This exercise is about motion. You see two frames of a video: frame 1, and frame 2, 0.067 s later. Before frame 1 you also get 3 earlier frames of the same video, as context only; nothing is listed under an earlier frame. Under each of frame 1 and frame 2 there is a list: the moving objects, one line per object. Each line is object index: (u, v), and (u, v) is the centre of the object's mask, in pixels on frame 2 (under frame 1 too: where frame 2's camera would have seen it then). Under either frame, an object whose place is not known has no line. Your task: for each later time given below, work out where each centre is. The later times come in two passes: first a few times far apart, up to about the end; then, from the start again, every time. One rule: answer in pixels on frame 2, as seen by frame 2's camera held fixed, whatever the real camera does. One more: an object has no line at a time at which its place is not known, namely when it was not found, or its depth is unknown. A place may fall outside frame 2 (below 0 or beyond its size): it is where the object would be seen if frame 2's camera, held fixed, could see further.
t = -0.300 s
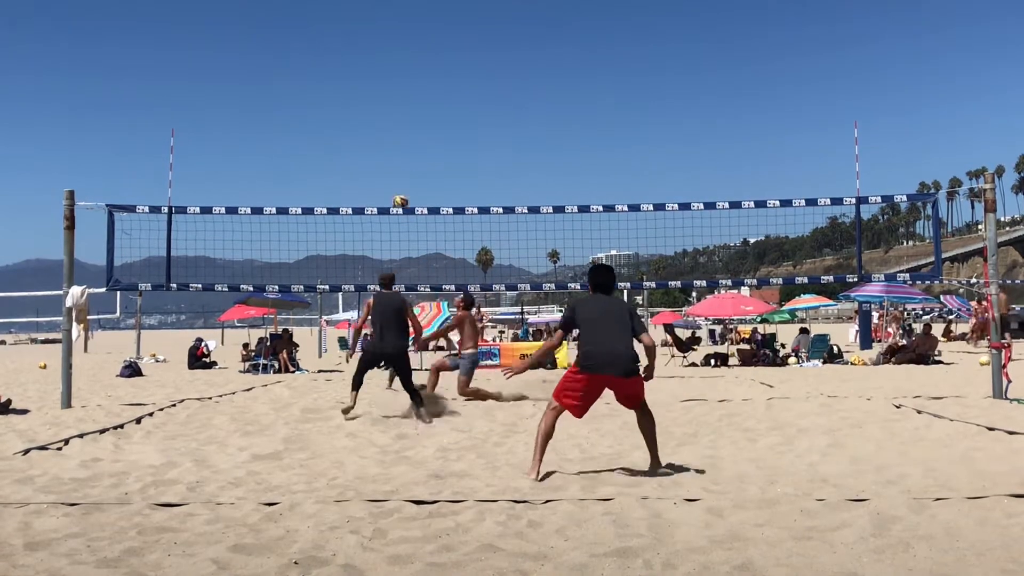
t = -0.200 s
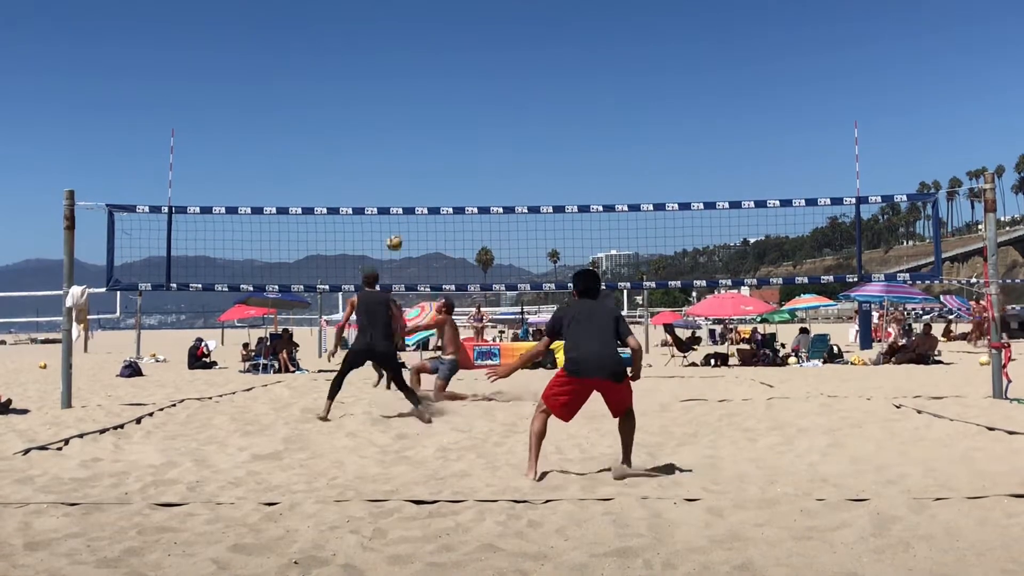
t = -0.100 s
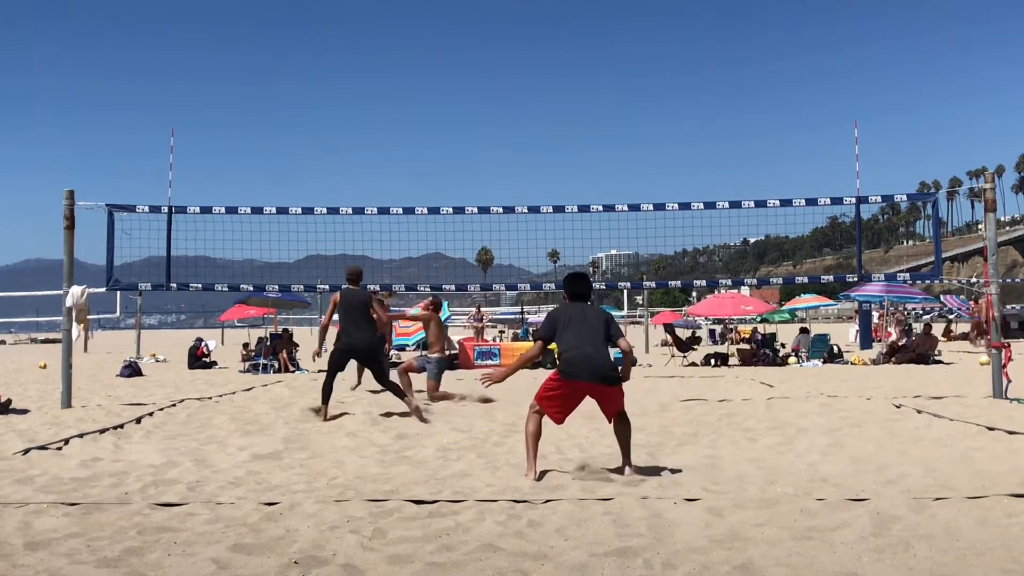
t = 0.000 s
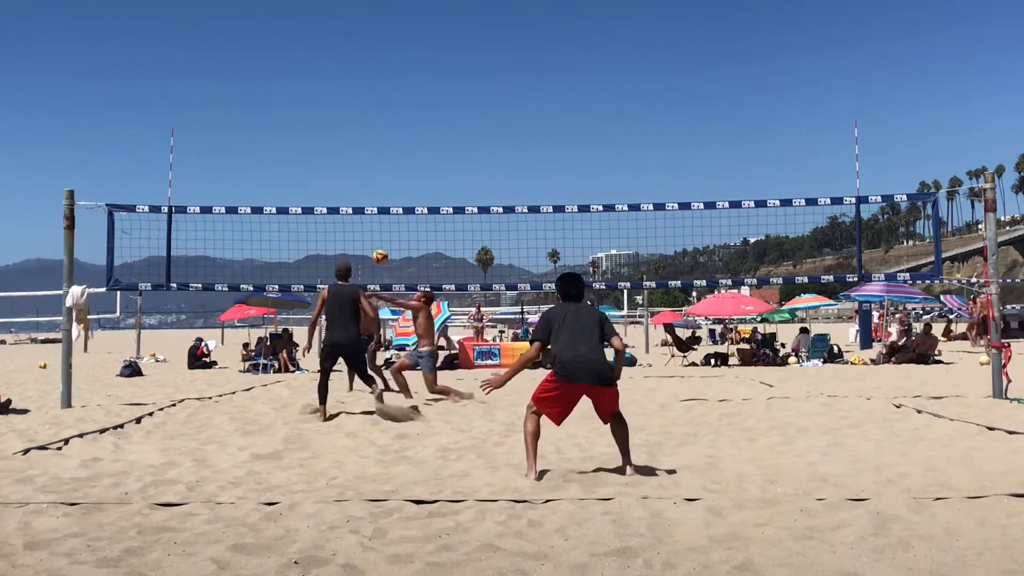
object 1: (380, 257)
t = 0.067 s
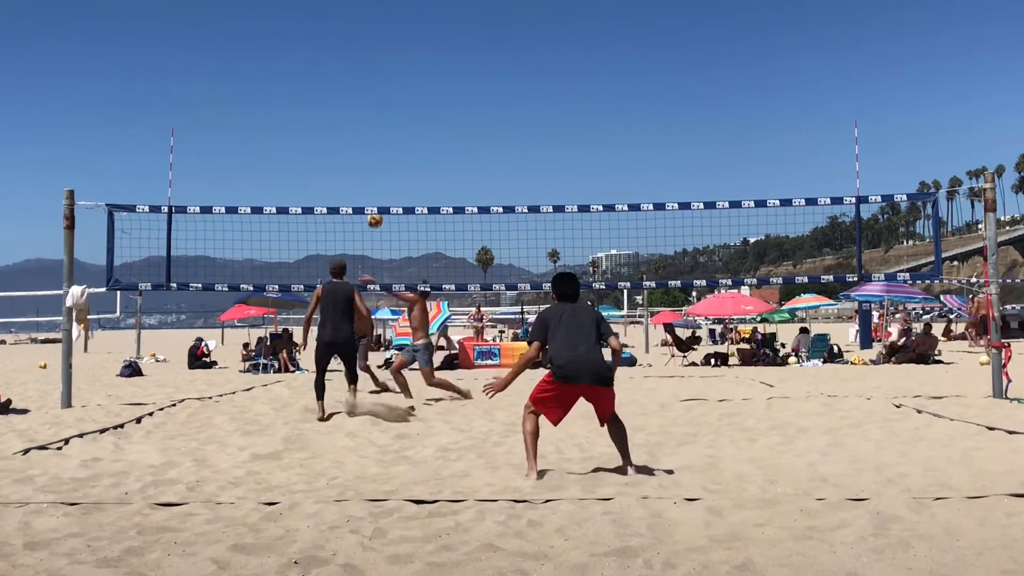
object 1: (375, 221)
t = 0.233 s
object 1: (362, 143)
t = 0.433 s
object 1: (351, 77)
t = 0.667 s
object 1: (340, 37)
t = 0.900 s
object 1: (330, 37)
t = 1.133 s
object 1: (322, 76)
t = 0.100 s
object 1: (372, 201)
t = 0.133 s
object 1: (369, 187)
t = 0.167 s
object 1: (367, 171)
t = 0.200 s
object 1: (364, 157)
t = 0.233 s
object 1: (362, 143)
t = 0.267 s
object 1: (360, 130)
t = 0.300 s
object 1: (358, 118)
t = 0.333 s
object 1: (356, 106)
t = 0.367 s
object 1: (354, 95)
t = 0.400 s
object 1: (352, 86)
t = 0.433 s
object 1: (351, 77)
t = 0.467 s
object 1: (349, 69)
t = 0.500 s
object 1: (347, 62)
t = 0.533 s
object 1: (346, 55)
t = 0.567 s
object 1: (344, 49)
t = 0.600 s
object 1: (342, 45)
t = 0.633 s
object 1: (341, 41)
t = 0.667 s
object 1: (340, 37)
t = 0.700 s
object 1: (338, 35)
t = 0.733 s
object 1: (336, 33)
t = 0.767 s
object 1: (335, 32)
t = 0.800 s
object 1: (334, 32)
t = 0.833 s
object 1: (333, 33)
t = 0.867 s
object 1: (331, 34)
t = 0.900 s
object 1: (330, 37)
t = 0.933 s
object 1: (328, 40)
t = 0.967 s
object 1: (327, 44)
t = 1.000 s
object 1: (326, 49)
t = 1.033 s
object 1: (325, 54)
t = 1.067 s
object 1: (324, 61)
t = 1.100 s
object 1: (323, 68)
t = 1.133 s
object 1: (322, 76)
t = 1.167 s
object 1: (321, 85)
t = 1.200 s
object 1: (320, 94)
